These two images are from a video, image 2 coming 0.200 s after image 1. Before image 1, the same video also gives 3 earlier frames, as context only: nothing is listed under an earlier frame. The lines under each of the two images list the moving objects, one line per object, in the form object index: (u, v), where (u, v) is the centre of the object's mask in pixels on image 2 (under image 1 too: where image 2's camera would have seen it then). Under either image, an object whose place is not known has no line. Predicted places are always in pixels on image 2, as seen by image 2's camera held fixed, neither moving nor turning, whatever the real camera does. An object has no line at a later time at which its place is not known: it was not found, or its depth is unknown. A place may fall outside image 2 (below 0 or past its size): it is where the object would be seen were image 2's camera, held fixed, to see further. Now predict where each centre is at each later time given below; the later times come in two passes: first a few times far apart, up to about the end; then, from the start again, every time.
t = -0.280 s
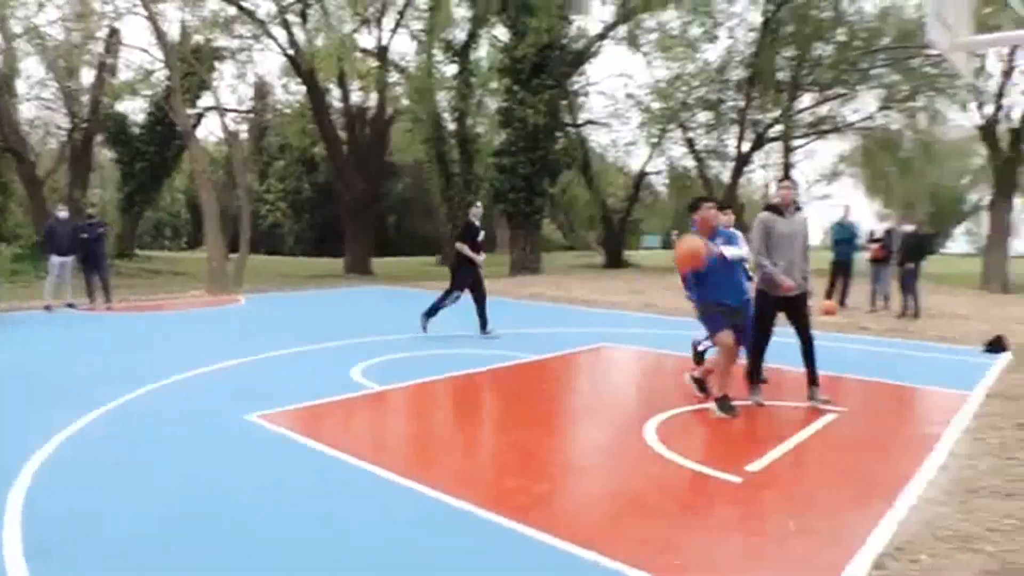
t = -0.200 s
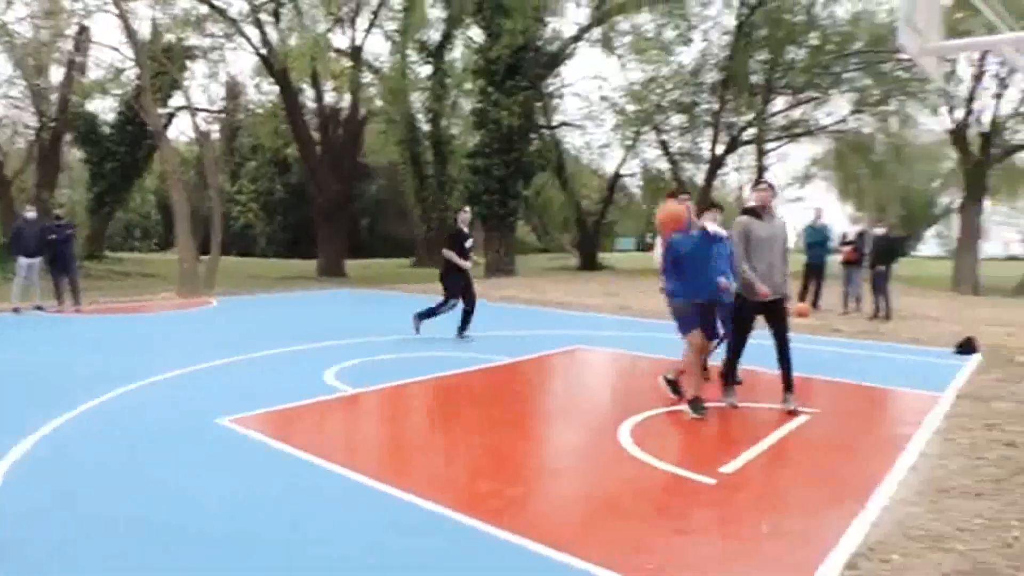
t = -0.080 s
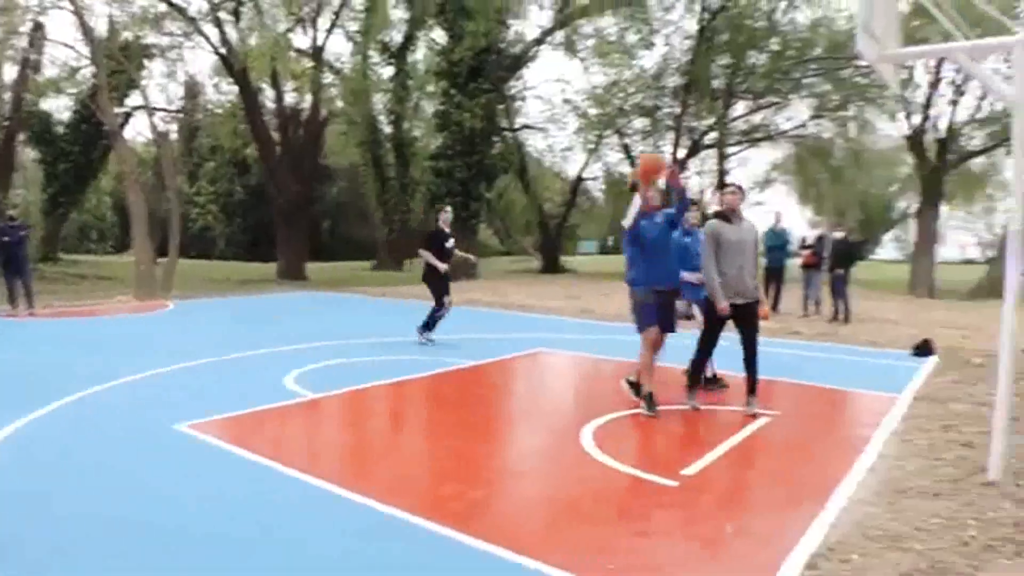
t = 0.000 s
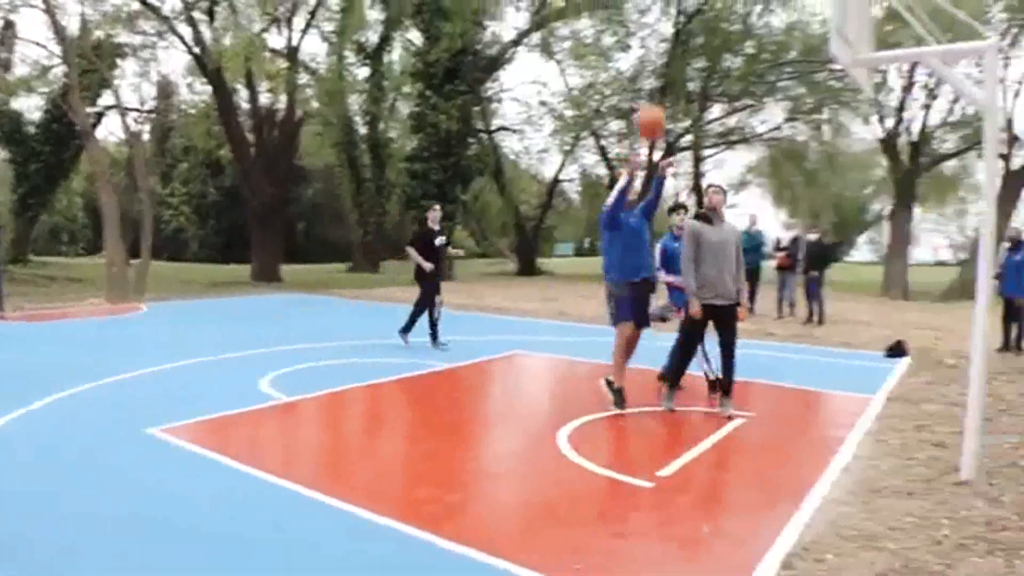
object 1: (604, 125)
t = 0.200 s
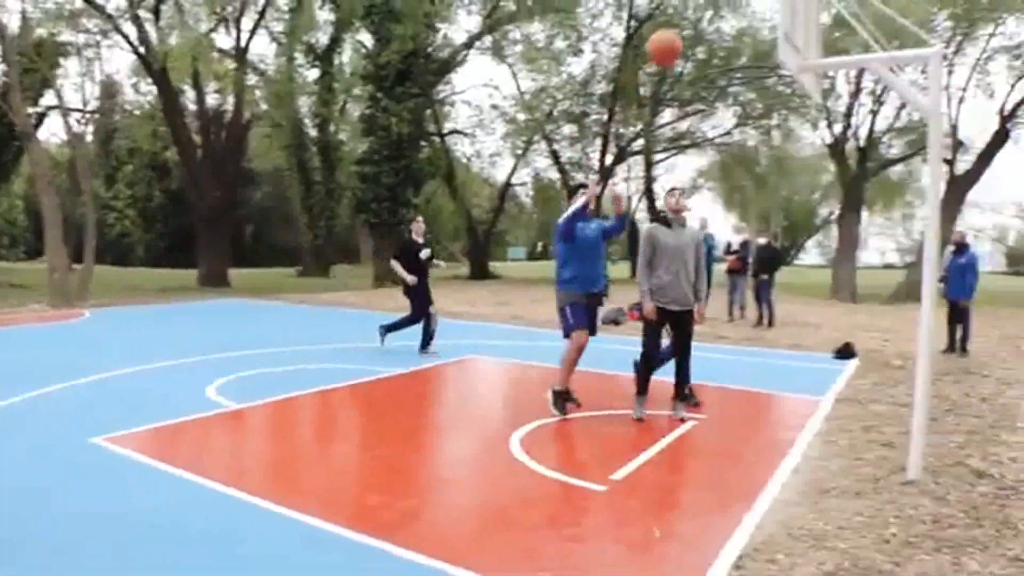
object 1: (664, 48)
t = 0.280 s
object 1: (690, 32)
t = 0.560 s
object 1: (749, 44)
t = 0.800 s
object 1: (680, 57)
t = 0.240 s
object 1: (678, 38)
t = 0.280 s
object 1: (690, 32)
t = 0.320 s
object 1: (705, 25)
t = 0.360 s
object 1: (720, 21)
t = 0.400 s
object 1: (735, 20)
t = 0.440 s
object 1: (751, 23)
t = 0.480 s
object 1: (764, 27)
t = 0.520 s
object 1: (760, 33)
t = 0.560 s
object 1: (749, 44)
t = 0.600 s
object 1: (736, 49)
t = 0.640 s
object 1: (727, 46)
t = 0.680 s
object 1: (717, 45)
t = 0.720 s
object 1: (704, 46)
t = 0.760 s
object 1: (693, 50)
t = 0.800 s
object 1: (680, 57)
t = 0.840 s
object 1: (669, 68)
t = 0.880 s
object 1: (656, 81)
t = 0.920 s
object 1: (644, 97)
